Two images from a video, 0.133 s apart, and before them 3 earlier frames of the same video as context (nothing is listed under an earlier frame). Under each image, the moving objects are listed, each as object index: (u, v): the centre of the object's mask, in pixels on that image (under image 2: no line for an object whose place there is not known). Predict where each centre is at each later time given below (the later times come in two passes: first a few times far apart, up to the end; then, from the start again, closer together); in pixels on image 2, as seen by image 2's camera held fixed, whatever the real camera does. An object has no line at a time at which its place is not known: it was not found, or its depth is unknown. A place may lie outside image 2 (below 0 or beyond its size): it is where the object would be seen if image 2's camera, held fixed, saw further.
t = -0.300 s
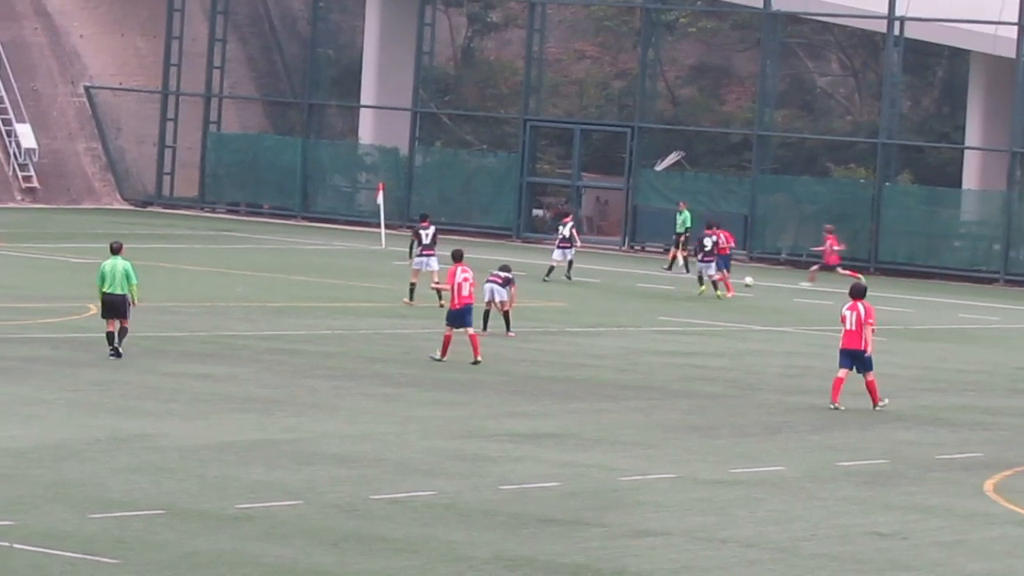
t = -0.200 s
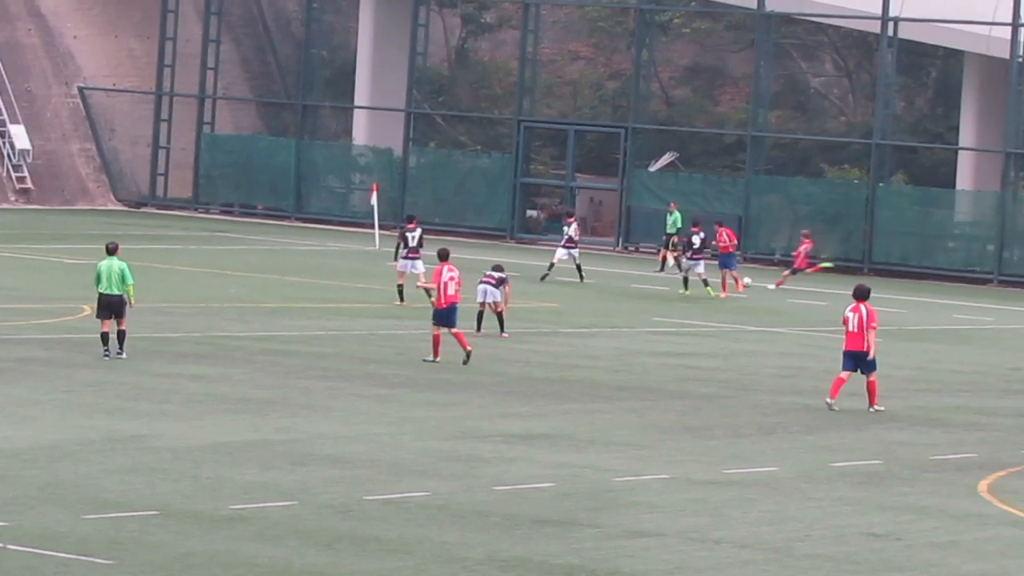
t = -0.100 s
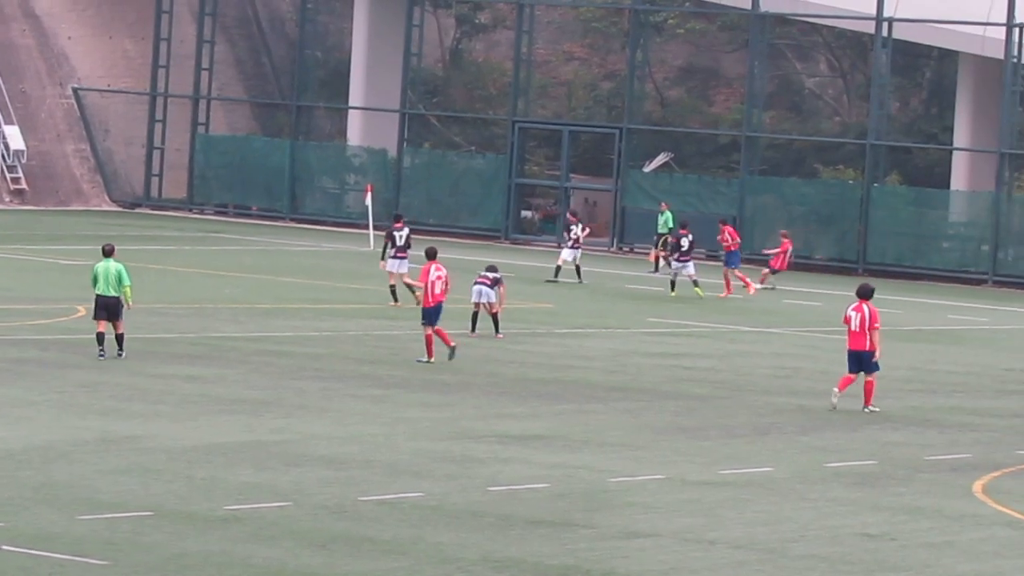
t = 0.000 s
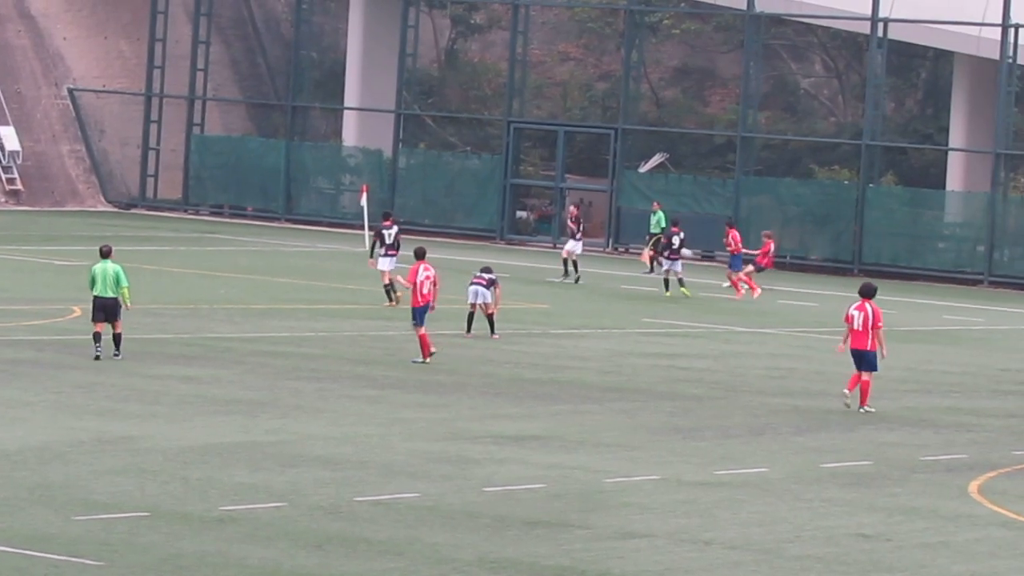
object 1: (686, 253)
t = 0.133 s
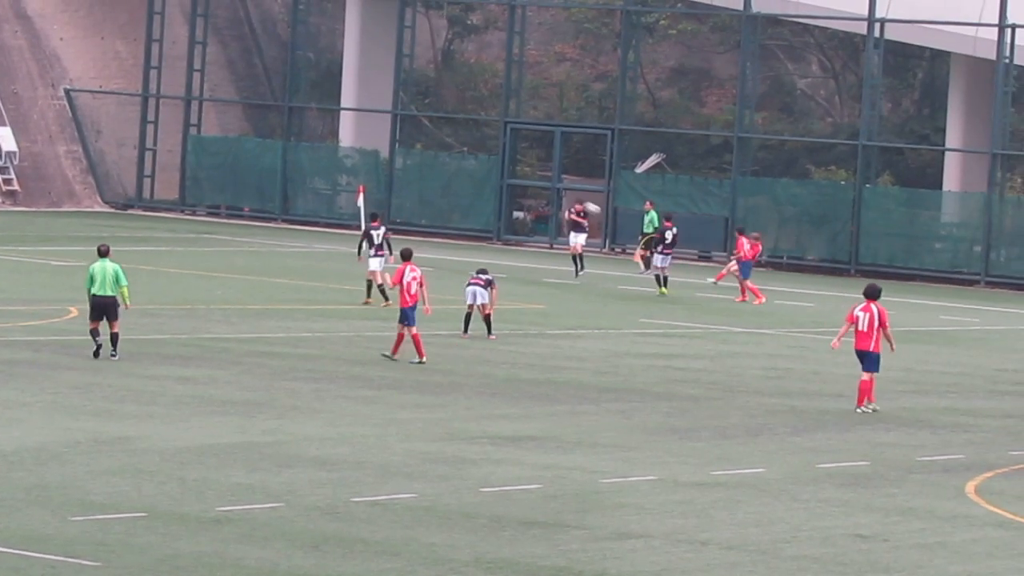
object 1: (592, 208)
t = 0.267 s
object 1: (504, 169)
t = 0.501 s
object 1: (355, 111)
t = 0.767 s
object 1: (188, 64)
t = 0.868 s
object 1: (123, 52)
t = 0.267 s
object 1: (504, 169)
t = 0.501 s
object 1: (355, 111)
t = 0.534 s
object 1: (334, 104)
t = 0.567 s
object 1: (312, 97)
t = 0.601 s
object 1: (292, 91)
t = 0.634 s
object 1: (271, 85)
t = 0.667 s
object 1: (250, 79)
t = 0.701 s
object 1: (230, 73)
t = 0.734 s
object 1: (208, 68)
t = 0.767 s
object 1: (188, 64)
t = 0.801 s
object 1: (166, 59)
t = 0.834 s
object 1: (144, 56)
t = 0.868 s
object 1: (123, 52)
